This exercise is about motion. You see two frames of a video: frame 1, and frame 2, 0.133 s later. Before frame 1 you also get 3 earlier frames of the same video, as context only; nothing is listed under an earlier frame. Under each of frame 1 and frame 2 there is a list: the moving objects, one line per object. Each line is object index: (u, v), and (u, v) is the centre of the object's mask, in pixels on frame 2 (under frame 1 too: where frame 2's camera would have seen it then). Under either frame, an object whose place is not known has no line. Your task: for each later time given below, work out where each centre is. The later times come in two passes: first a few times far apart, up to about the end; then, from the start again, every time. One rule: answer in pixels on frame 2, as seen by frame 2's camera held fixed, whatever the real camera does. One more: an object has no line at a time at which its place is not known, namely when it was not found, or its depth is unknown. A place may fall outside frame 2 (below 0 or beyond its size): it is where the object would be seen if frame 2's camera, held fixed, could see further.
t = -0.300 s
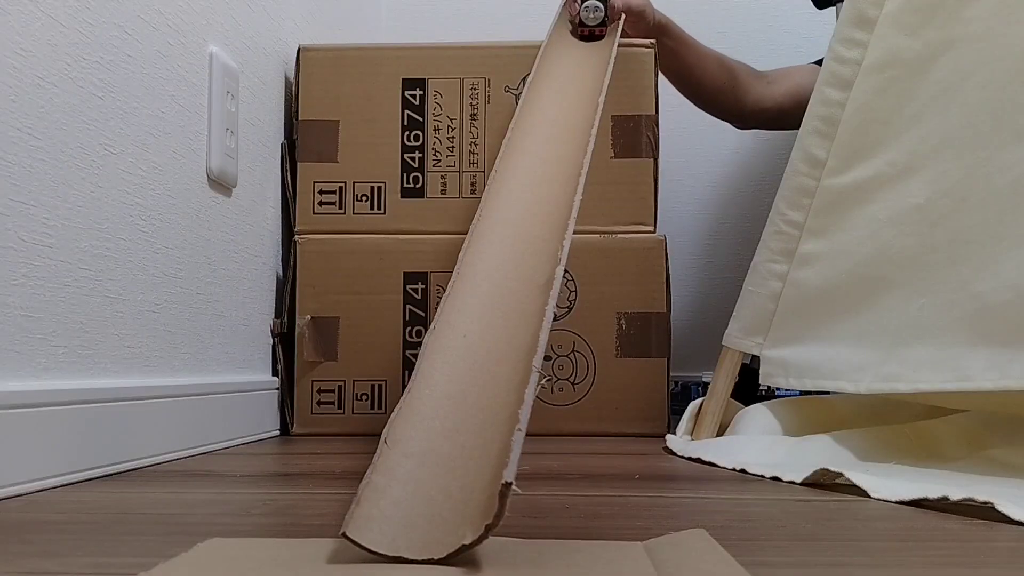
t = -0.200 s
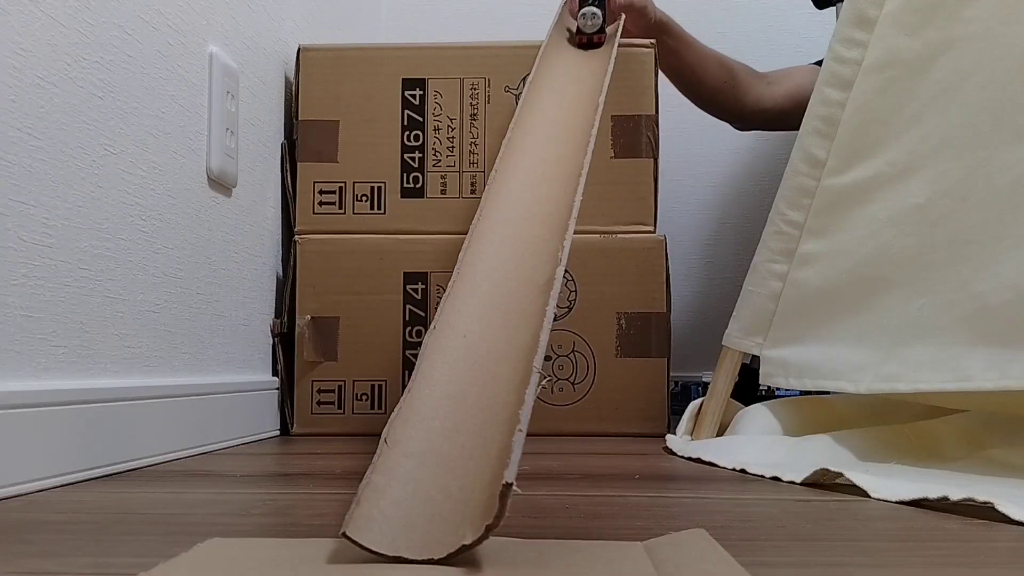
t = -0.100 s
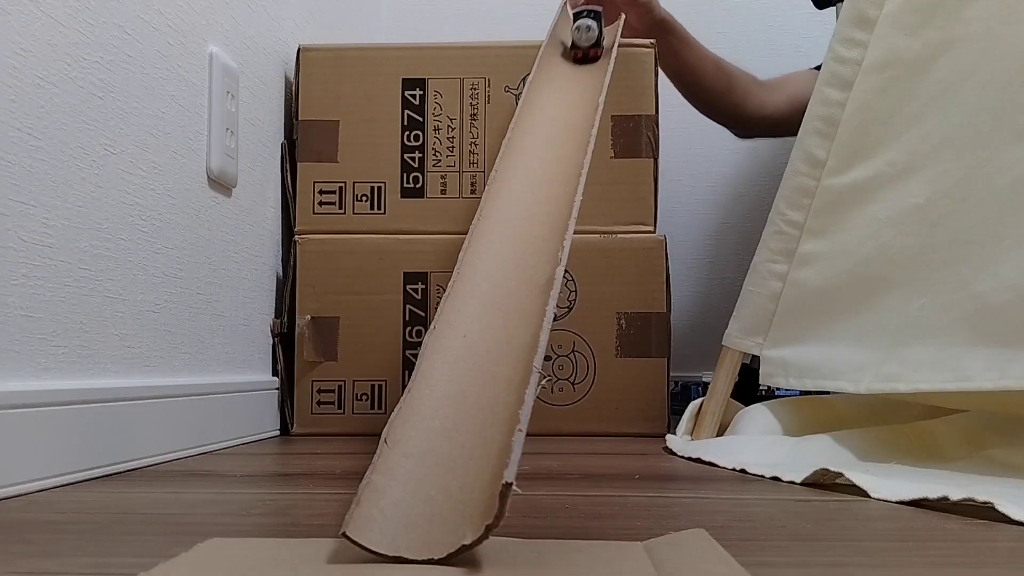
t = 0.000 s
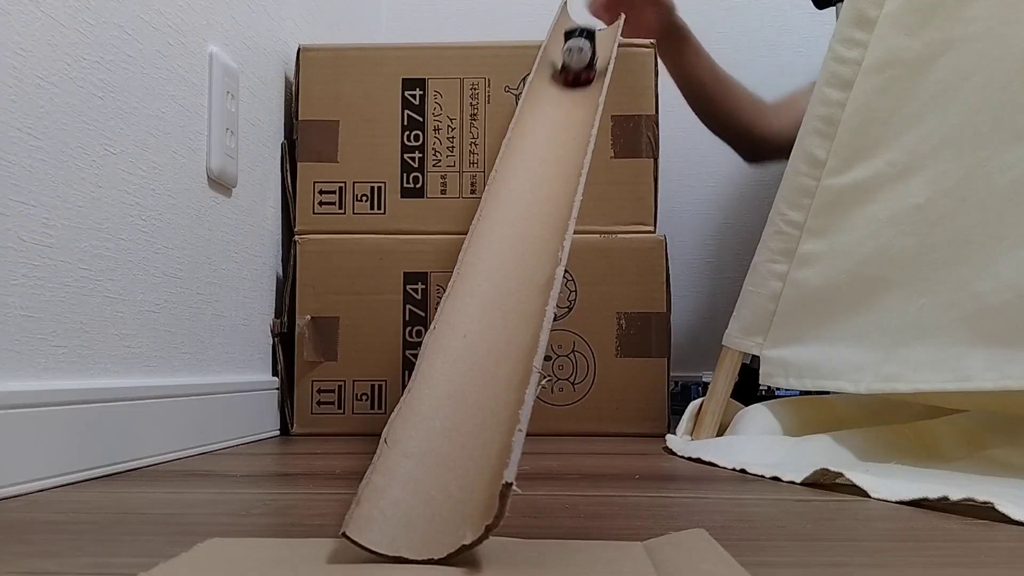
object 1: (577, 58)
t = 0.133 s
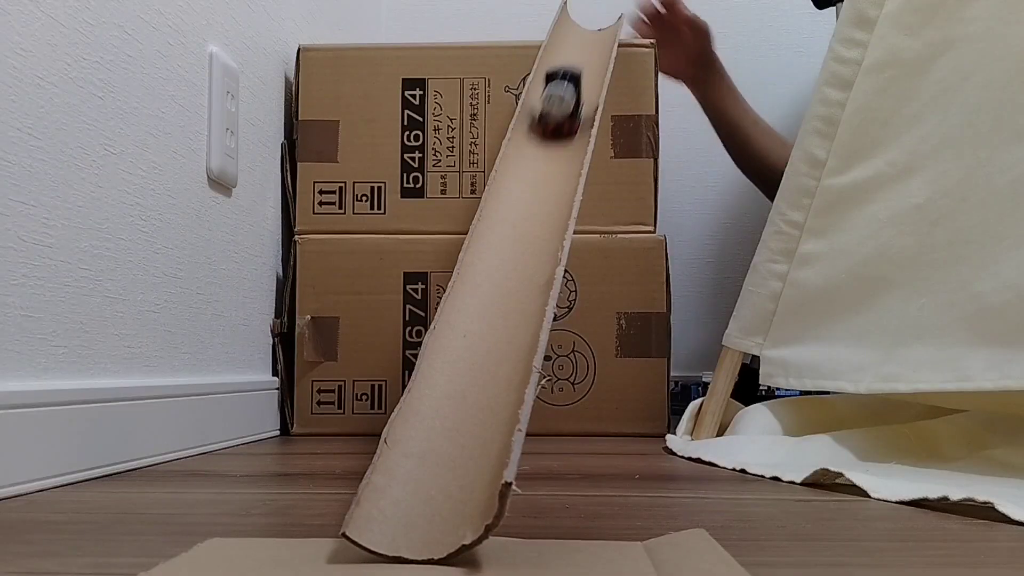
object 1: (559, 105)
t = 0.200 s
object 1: (545, 143)
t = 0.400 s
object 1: (442, 418)
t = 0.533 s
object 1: (236, 521)
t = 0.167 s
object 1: (552, 122)
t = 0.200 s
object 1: (545, 143)
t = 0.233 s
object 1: (536, 167)
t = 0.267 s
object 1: (525, 195)
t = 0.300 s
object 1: (512, 230)
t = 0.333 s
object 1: (494, 277)
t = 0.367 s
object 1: (473, 333)
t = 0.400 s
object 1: (442, 418)
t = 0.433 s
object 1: (401, 487)
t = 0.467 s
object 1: (356, 497)
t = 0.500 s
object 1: (305, 511)
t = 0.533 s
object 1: (236, 521)
